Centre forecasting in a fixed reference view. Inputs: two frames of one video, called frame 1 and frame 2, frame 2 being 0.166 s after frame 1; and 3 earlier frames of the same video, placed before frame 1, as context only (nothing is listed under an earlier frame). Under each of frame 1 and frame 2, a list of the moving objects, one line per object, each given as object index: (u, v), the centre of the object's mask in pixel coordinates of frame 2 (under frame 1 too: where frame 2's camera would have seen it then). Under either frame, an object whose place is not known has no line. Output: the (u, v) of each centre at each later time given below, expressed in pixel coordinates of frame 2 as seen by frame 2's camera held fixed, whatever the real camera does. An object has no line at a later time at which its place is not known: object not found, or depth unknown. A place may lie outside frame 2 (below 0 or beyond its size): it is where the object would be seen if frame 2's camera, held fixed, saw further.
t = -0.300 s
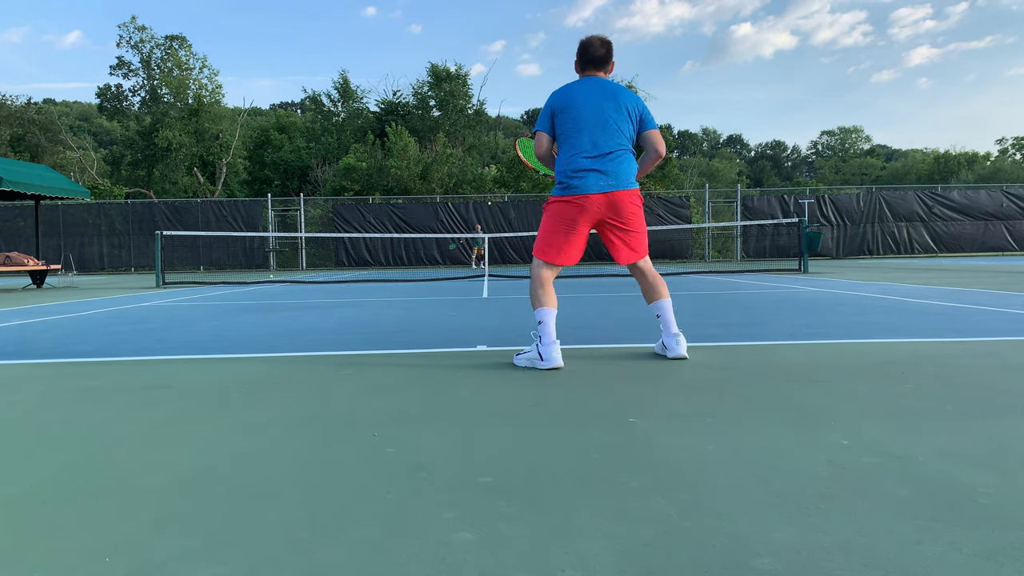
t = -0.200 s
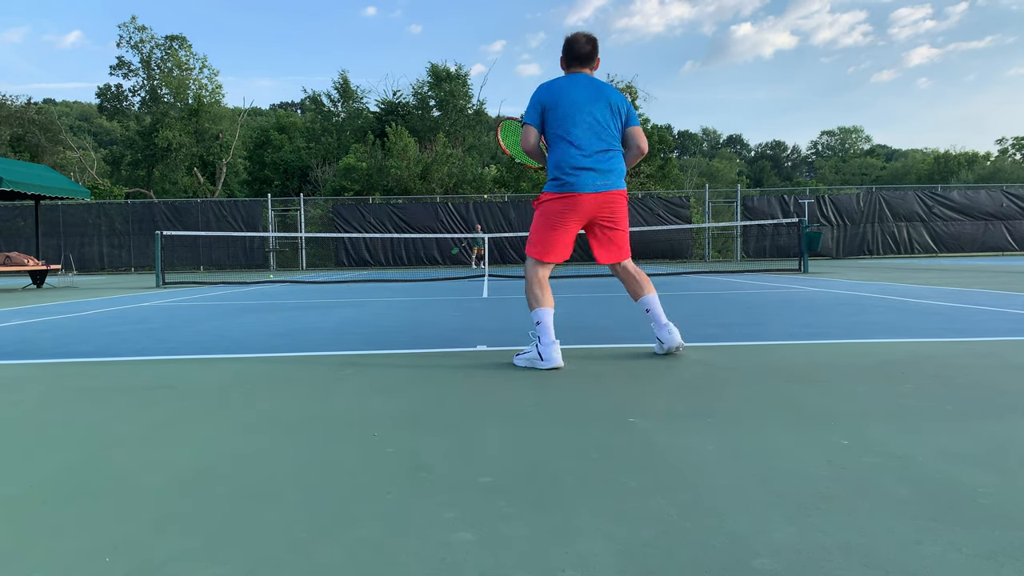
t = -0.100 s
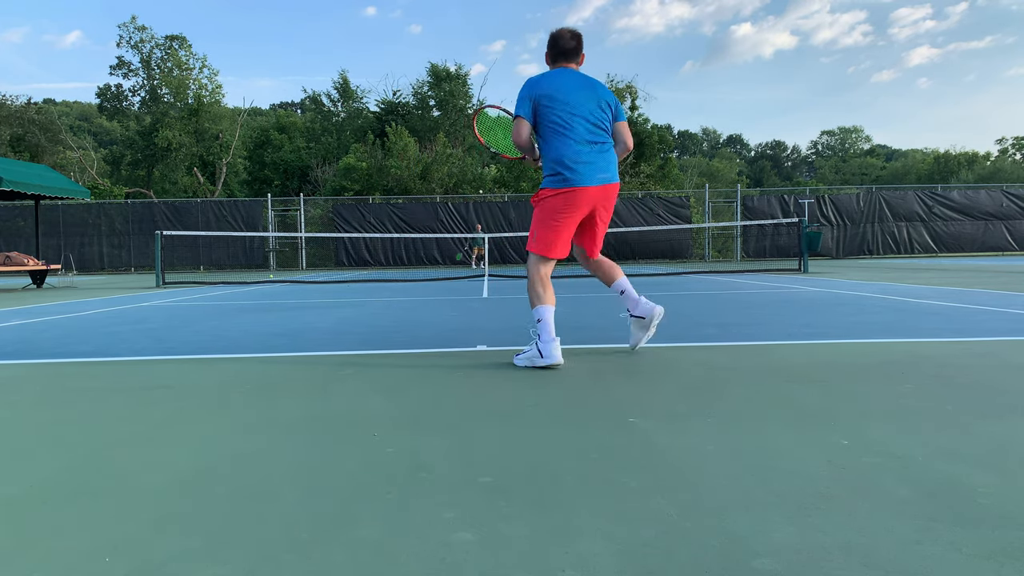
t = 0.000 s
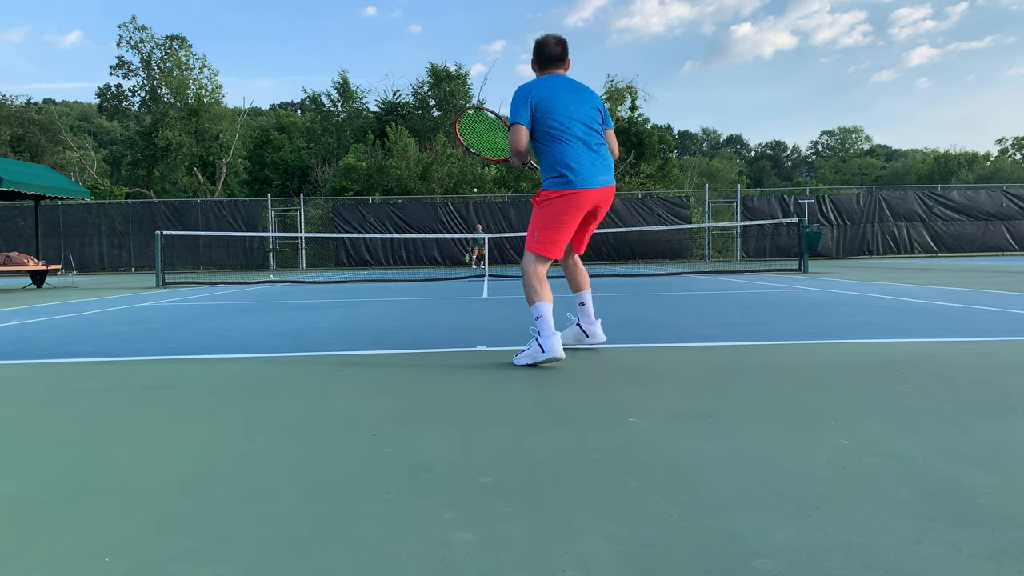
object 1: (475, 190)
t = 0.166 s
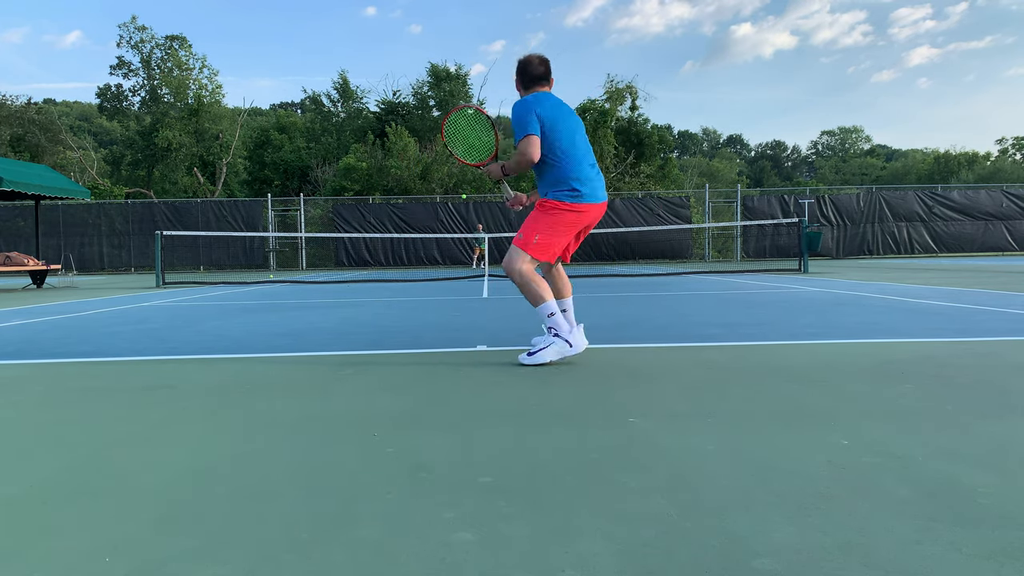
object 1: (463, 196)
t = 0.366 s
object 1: (444, 228)
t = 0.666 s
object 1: (403, 283)
